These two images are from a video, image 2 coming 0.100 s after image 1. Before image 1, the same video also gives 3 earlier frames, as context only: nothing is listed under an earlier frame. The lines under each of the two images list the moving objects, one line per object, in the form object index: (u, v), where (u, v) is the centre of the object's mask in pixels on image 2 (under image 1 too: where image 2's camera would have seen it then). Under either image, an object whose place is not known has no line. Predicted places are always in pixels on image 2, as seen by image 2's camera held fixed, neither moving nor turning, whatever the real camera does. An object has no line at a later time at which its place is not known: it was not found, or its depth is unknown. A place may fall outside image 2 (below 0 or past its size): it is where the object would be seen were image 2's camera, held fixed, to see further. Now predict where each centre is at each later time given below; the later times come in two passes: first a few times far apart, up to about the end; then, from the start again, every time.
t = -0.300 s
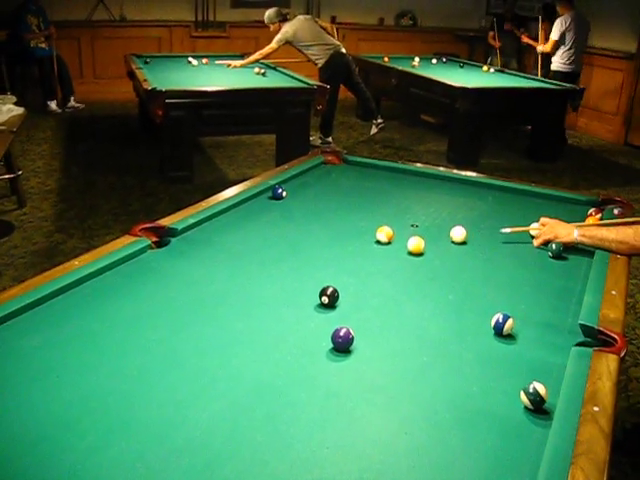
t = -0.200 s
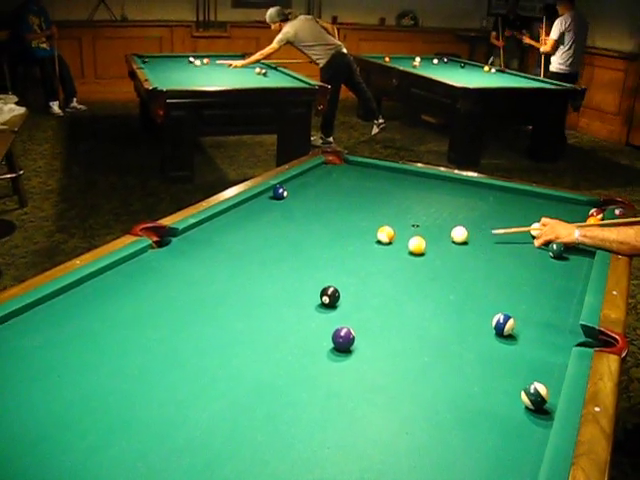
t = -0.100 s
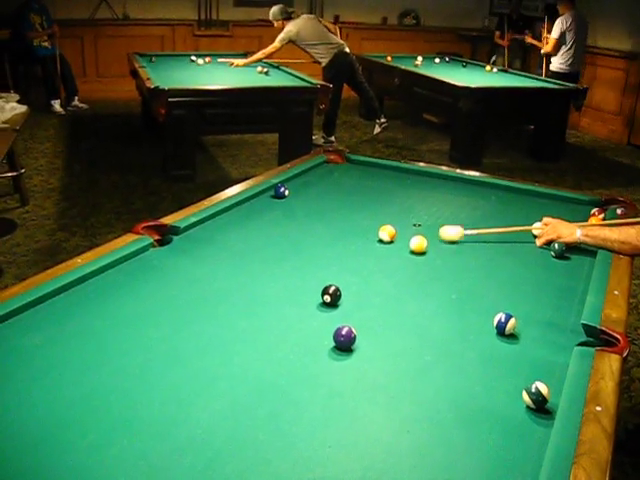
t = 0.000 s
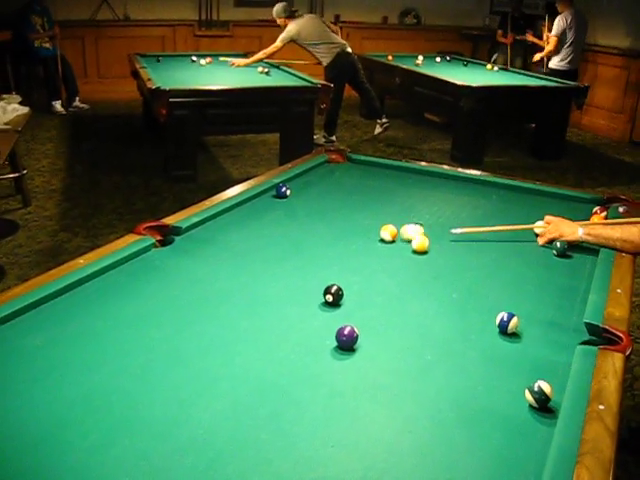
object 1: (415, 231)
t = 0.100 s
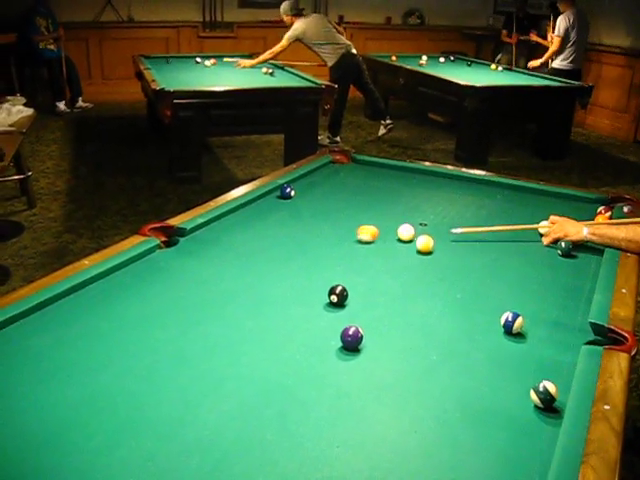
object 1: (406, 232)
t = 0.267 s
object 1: (390, 232)
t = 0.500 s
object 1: (368, 231)
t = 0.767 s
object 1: (345, 230)
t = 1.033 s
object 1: (325, 229)
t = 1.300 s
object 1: (306, 228)
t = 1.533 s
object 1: (290, 226)
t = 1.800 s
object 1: (274, 225)
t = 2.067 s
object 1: (260, 224)
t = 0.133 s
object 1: (402, 232)
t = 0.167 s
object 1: (399, 232)
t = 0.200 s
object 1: (396, 232)
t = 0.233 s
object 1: (393, 232)
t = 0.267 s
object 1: (390, 232)
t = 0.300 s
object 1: (387, 232)
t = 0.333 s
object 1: (383, 231)
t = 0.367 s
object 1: (380, 231)
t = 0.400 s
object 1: (377, 231)
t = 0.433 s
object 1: (374, 231)
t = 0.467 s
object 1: (371, 231)
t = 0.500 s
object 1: (368, 231)
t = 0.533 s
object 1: (365, 231)
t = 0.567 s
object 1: (362, 230)
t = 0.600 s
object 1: (360, 230)
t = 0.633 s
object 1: (357, 230)
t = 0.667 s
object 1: (354, 230)
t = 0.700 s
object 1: (351, 230)
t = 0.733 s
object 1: (348, 230)
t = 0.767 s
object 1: (345, 230)
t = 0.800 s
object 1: (343, 230)
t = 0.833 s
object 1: (340, 229)
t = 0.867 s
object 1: (338, 229)
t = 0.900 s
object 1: (335, 229)
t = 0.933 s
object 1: (332, 229)
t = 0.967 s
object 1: (330, 229)
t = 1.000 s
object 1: (327, 229)
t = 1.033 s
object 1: (325, 229)
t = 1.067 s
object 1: (322, 229)
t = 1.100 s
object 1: (320, 228)
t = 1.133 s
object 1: (317, 228)
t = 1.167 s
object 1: (315, 228)
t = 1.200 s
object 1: (313, 228)
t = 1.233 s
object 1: (310, 228)
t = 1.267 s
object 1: (308, 228)
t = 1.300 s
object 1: (306, 228)
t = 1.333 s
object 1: (303, 228)
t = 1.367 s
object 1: (301, 227)
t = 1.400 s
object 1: (299, 227)
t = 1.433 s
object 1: (296, 227)
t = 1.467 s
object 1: (294, 227)
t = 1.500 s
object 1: (292, 227)
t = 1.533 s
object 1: (290, 226)
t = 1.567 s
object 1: (288, 226)
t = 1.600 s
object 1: (285, 226)
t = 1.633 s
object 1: (283, 226)
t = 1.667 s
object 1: (281, 226)
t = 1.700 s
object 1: (279, 226)
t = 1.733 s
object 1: (277, 225)
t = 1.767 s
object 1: (276, 226)
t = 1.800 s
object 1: (274, 225)
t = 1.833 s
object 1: (272, 225)
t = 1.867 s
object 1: (270, 225)
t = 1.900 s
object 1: (268, 225)
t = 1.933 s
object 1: (267, 225)
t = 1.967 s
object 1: (265, 225)
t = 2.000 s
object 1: (263, 225)
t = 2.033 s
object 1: (261, 225)
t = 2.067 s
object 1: (260, 224)
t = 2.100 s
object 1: (258, 224)
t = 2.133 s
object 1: (257, 224)
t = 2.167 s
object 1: (255, 224)
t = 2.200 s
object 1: (253, 224)
